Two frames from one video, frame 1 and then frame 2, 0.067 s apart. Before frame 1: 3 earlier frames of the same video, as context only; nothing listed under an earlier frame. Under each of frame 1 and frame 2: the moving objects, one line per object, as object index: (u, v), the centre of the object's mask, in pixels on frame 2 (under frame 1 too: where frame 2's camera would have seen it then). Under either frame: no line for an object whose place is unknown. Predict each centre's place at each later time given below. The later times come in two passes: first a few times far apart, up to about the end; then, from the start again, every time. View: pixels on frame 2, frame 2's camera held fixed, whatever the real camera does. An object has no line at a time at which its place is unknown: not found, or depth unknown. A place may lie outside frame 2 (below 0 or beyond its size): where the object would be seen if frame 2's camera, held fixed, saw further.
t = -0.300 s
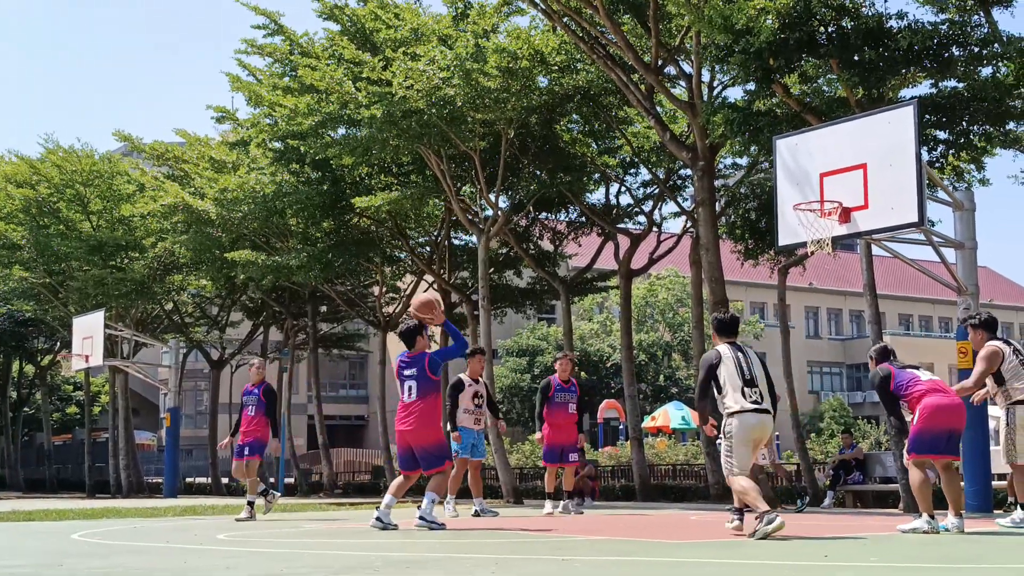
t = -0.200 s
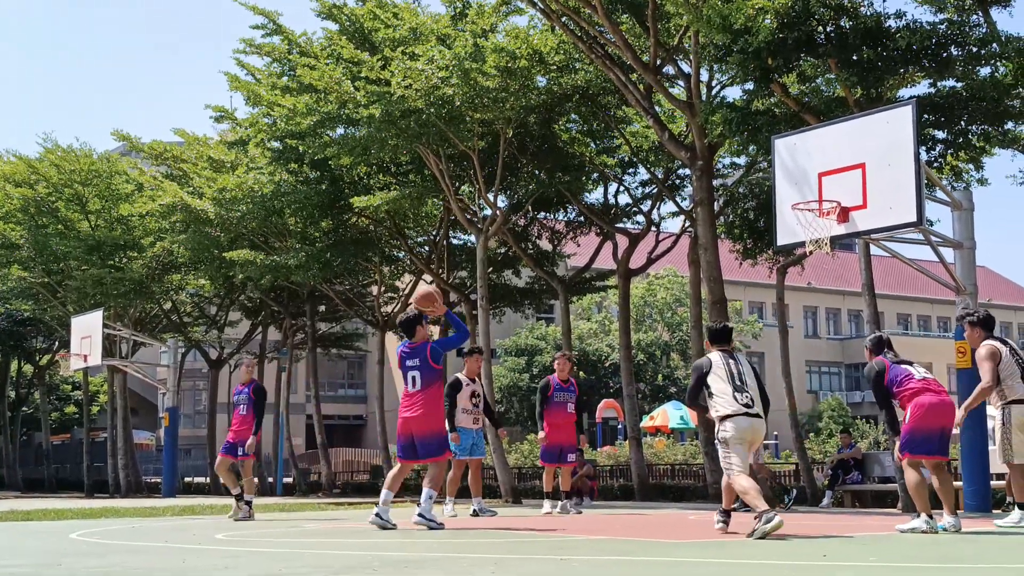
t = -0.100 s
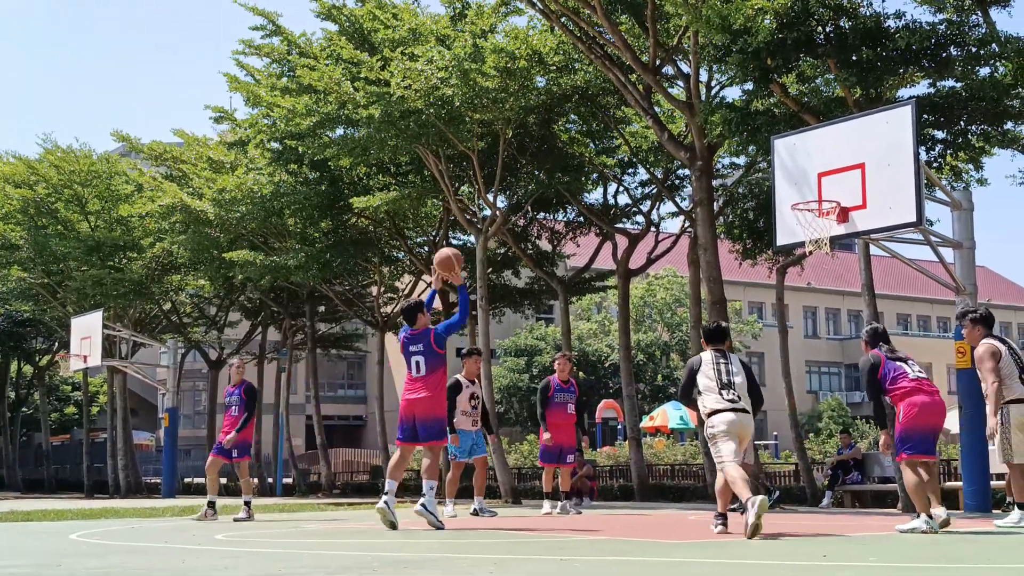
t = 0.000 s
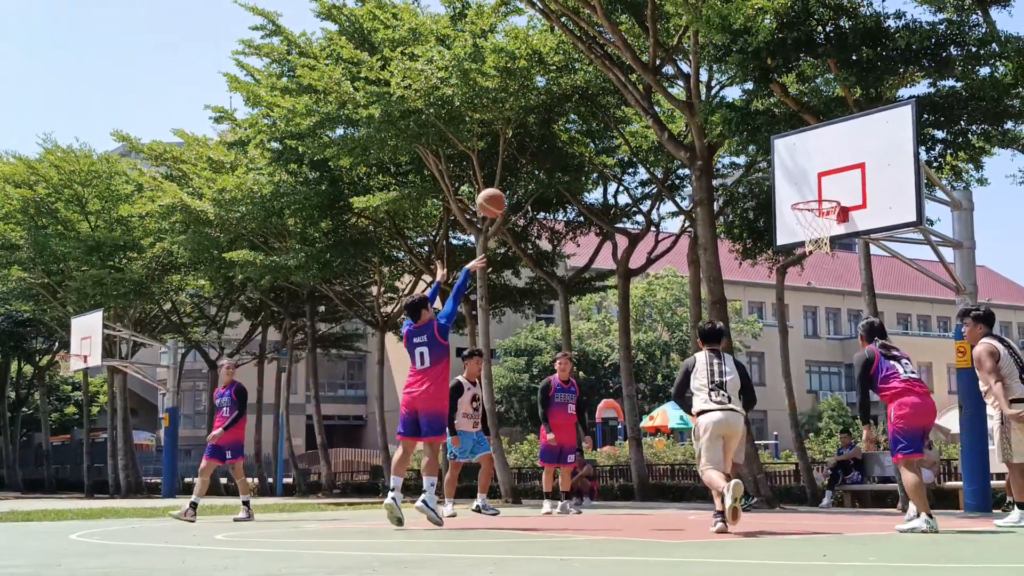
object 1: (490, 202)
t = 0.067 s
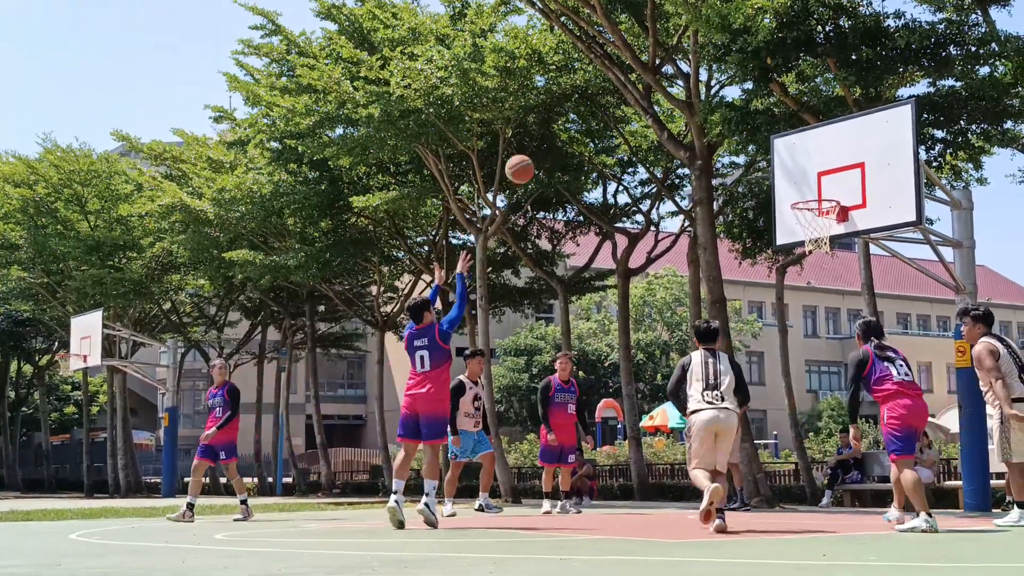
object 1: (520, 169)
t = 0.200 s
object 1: (575, 121)
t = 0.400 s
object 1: (653, 89)
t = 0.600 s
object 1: (726, 100)
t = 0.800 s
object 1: (795, 150)
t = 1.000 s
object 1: (807, 187)
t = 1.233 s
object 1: (739, 193)
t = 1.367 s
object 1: (699, 223)
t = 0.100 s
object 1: (534, 155)
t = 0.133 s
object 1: (548, 142)
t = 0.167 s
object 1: (561, 131)
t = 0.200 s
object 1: (575, 121)
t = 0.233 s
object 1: (588, 112)
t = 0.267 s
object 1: (601, 105)
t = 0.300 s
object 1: (615, 99)
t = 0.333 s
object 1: (627, 94)
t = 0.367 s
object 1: (640, 91)
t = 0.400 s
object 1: (653, 89)
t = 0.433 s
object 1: (665, 88)
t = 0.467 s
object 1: (678, 88)
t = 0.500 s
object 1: (690, 89)
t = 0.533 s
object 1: (703, 92)
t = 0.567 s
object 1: (715, 95)
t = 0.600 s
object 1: (726, 100)
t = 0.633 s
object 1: (738, 106)
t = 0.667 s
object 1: (749, 112)
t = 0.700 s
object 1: (761, 120)
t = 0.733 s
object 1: (772, 128)
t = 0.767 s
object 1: (783, 138)
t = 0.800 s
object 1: (795, 150)
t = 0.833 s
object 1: (806, 161)
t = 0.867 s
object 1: (818, 174)
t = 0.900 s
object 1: (829, 187)
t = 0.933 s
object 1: (826, 192)
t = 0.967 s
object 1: (816, 190)
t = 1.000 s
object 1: (807, 187)
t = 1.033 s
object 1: (798, 185)
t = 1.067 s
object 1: (787, 183)
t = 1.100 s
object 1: (777, 183)
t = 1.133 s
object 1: (767, 184)
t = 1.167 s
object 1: (758, 185)
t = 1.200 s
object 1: (749, 189)
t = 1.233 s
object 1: (739, 193)
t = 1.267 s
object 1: (728, 199)
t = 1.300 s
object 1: (719, 206)
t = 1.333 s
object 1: (709, 214)
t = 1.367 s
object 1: (699, 223)
